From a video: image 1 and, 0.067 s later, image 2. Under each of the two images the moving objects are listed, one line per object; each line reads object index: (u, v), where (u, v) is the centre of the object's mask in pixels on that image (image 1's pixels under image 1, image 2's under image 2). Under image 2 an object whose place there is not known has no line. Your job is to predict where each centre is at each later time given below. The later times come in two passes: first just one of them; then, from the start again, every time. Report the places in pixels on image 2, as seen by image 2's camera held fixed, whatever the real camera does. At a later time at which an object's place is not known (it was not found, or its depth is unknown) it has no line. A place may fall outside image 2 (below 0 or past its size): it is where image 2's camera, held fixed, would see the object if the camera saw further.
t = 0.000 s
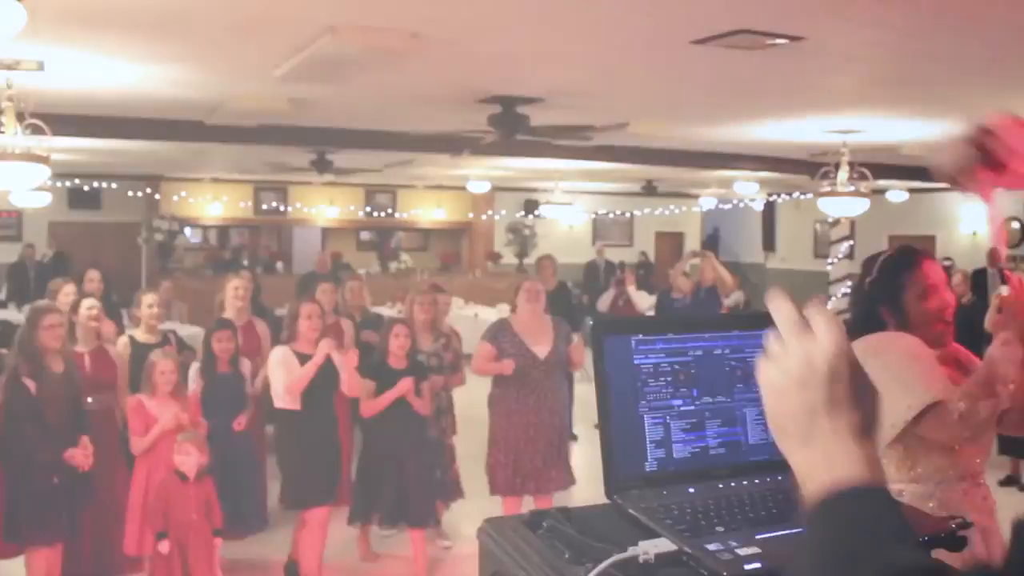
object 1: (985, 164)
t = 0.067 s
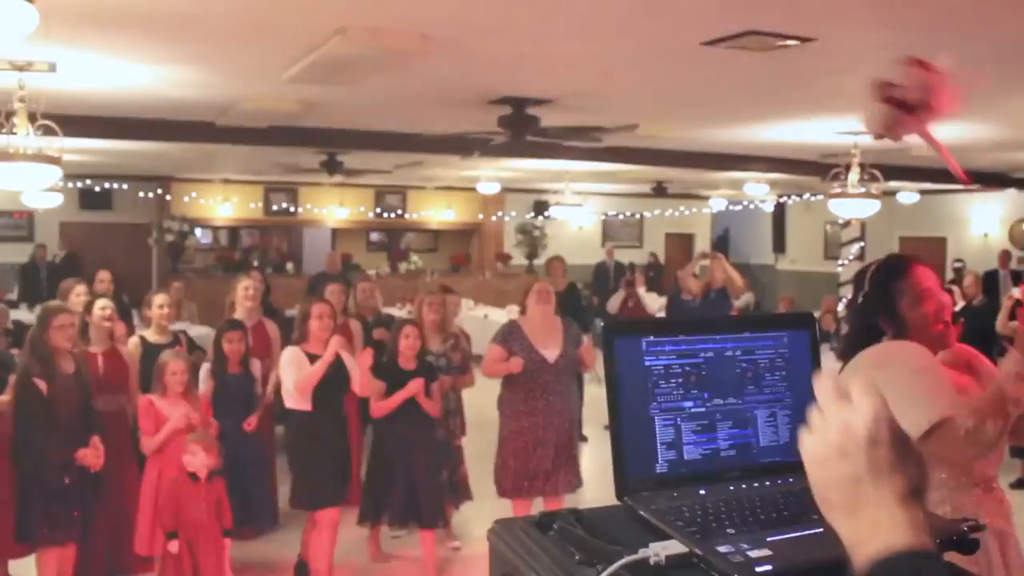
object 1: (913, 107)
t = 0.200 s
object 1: (769, 62)
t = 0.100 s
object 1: (872, 89)
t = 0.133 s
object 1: (817, 68)
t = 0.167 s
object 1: (798, 64)
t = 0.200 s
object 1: (769, 62)
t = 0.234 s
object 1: (747, 62)
